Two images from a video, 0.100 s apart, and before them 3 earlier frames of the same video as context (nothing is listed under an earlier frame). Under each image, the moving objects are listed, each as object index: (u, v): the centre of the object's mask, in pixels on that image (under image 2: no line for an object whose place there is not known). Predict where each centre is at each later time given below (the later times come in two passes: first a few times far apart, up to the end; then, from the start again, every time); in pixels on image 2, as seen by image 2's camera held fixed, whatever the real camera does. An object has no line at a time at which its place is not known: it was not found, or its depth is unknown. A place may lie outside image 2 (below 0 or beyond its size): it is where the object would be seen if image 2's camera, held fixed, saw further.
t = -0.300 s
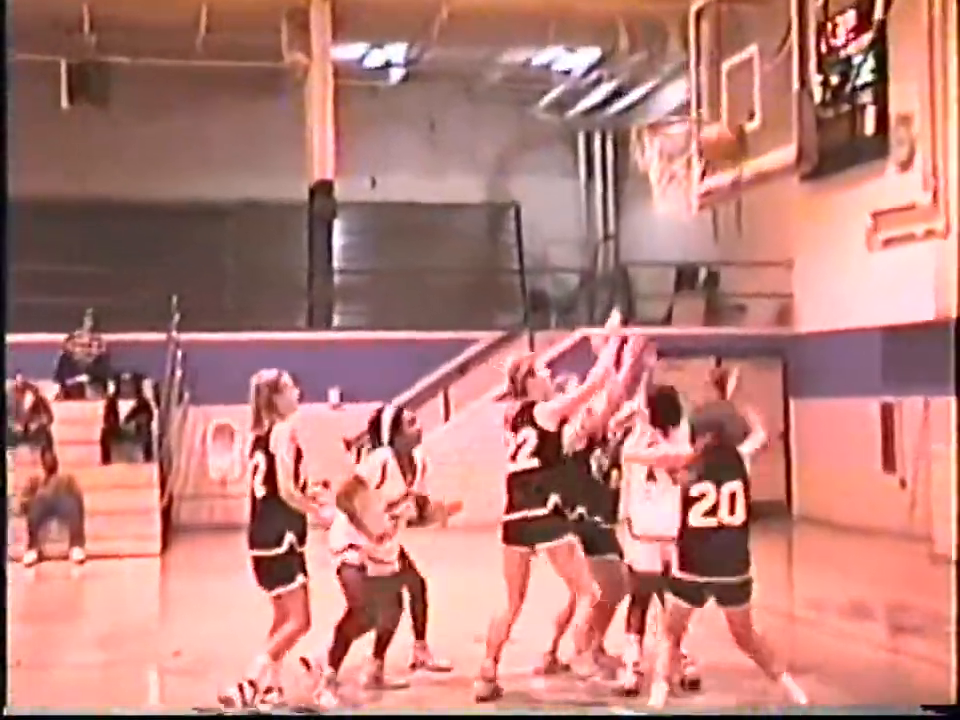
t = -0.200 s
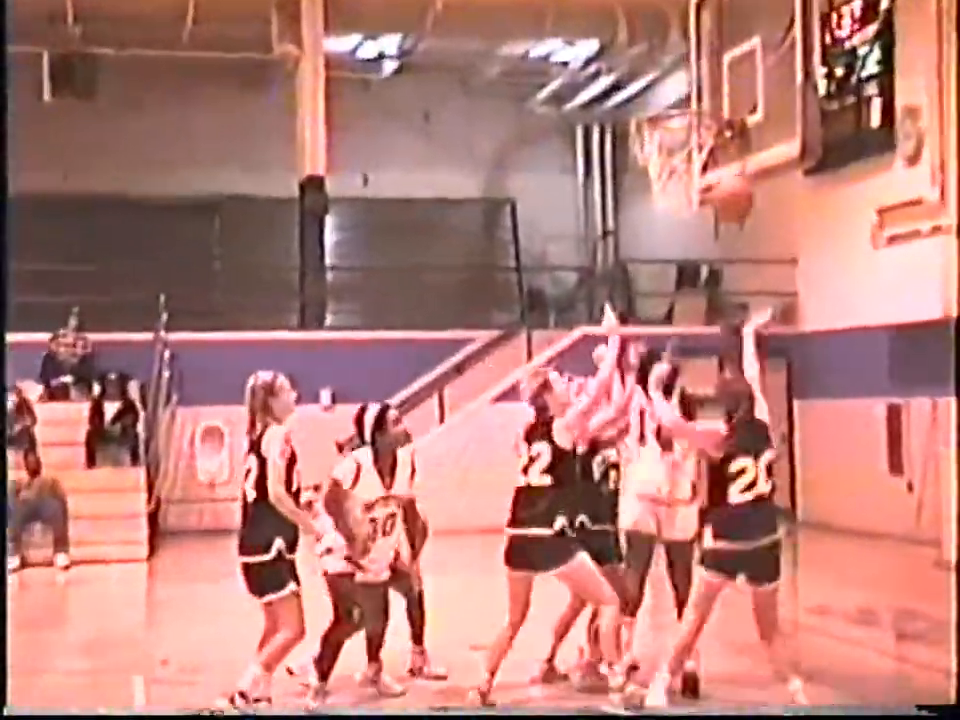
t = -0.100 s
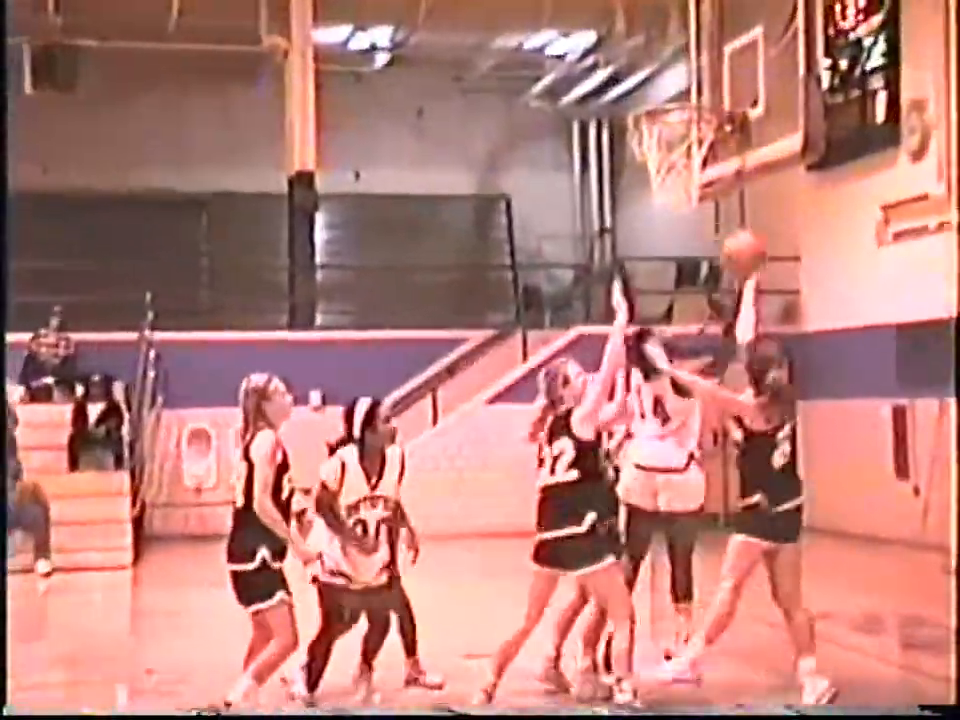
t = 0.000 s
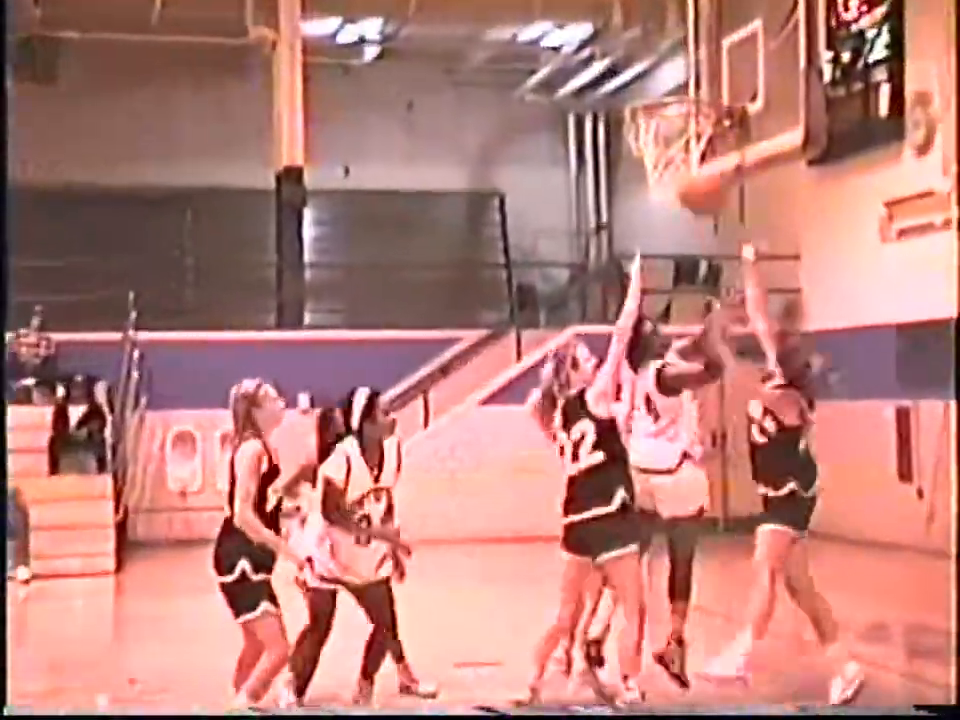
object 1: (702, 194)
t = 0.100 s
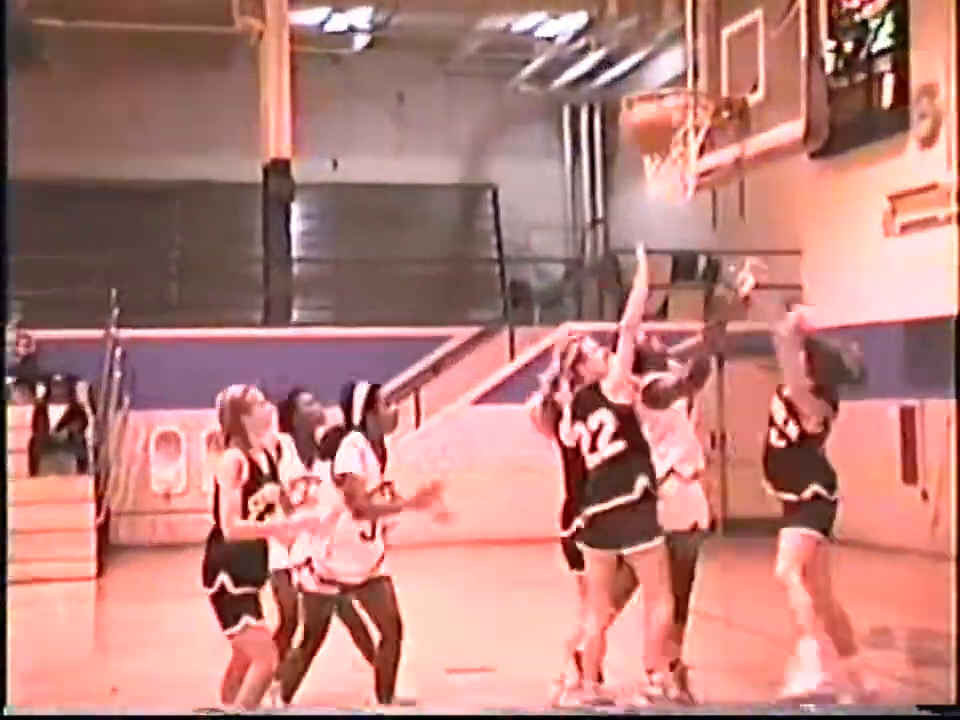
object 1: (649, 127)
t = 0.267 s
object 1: (561, 83)
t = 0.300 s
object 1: (542, 80)
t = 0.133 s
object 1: (631, 112)
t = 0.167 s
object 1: (615, 103)
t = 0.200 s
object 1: (598, 95)
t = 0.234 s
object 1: (578, 88)
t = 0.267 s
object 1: (561, 83)
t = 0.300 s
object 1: (542, 80)
